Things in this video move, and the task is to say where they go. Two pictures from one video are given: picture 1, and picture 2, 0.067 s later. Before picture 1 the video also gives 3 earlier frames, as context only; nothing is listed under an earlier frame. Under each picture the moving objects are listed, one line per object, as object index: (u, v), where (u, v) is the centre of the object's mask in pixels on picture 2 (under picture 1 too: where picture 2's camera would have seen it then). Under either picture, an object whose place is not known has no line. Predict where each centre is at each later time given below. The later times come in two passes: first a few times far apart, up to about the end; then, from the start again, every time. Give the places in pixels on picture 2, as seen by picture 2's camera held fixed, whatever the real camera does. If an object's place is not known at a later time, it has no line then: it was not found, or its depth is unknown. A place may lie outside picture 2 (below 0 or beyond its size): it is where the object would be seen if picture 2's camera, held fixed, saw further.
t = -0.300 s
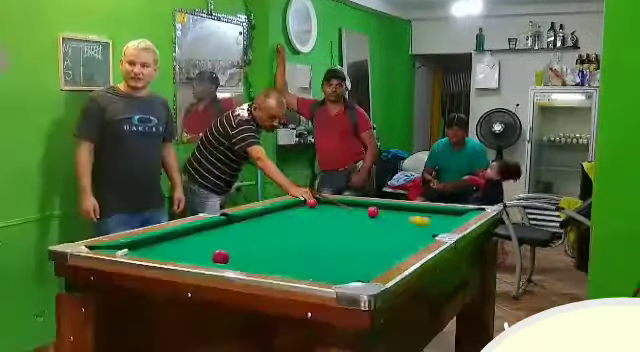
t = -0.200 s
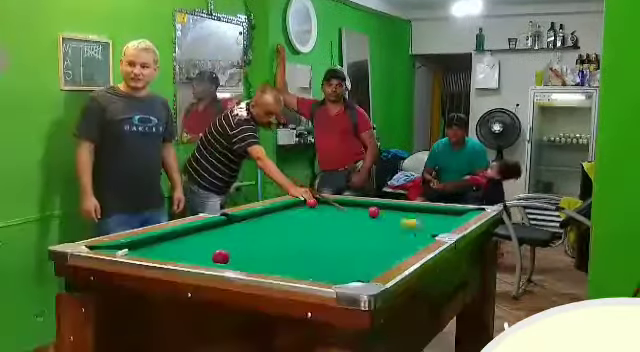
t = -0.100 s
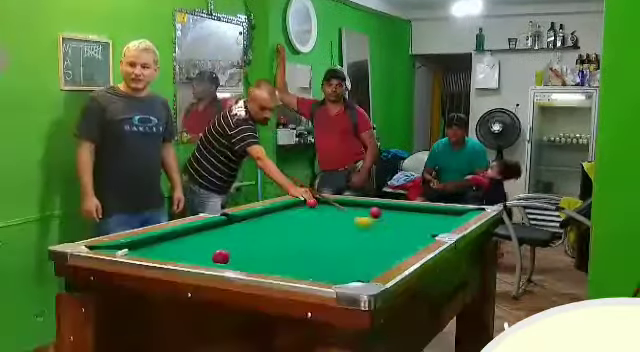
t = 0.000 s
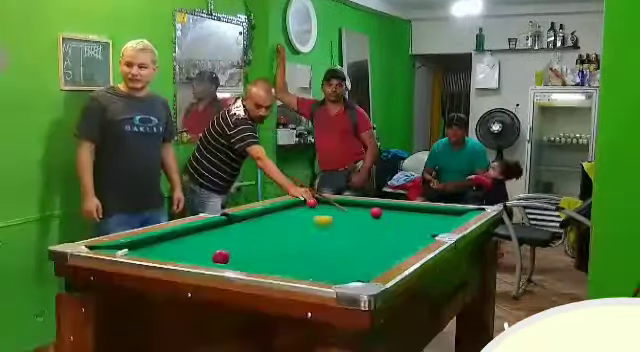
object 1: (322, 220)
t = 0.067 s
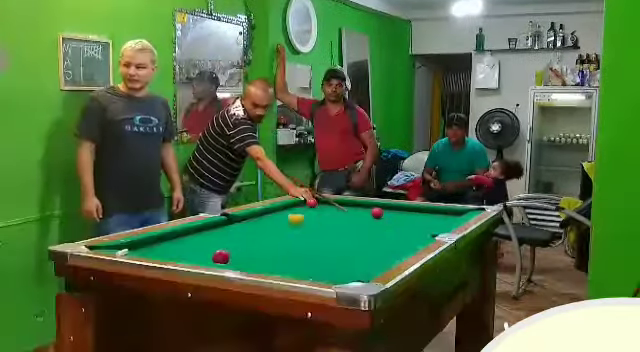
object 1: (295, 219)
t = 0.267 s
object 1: (258, 218)
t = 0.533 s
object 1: (319, 225)
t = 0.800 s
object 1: (380, 233)
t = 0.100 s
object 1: (282, 218)
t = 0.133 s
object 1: (270, 217)
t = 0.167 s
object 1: (256, 217)
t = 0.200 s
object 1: (246, 217)
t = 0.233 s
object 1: (250, 217)
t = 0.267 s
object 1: (258, 218)
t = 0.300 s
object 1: (266, 220)
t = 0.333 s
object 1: (274, 220)
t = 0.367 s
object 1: (281, 221)
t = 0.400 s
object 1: (289, 222)
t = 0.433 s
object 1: (295, 223)
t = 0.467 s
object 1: (303, 224)
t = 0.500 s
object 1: (311, 225)
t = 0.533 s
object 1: (319, 225)
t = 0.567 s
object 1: (327, 227)
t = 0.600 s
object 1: (333, 227)
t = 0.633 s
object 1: (341, 229)
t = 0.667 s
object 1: (349, 230)
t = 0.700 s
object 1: (357, 230)
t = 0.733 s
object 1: (365, 231)
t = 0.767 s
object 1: (372, 232)
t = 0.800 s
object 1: (380, 233)
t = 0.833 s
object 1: (390, 234)
